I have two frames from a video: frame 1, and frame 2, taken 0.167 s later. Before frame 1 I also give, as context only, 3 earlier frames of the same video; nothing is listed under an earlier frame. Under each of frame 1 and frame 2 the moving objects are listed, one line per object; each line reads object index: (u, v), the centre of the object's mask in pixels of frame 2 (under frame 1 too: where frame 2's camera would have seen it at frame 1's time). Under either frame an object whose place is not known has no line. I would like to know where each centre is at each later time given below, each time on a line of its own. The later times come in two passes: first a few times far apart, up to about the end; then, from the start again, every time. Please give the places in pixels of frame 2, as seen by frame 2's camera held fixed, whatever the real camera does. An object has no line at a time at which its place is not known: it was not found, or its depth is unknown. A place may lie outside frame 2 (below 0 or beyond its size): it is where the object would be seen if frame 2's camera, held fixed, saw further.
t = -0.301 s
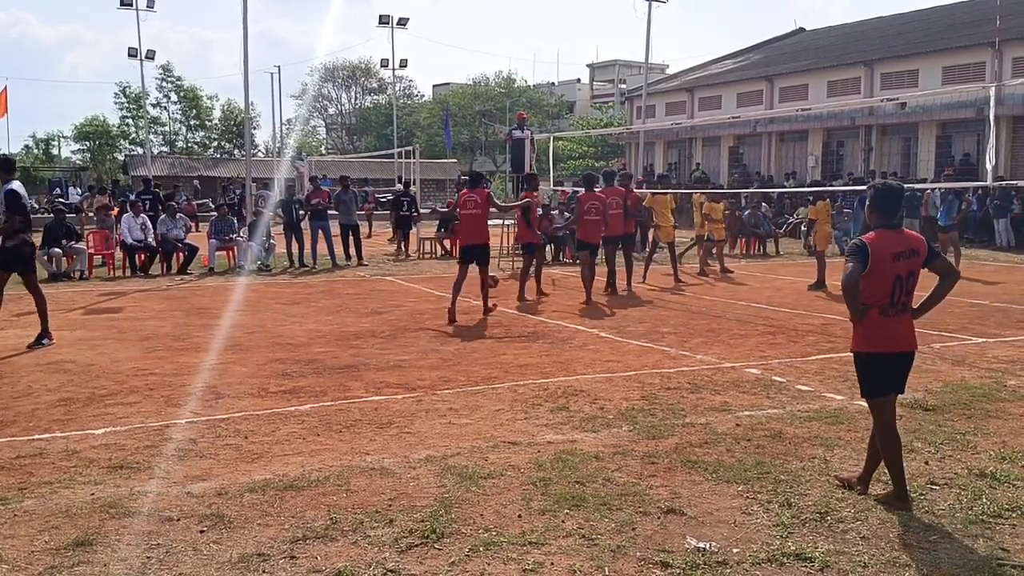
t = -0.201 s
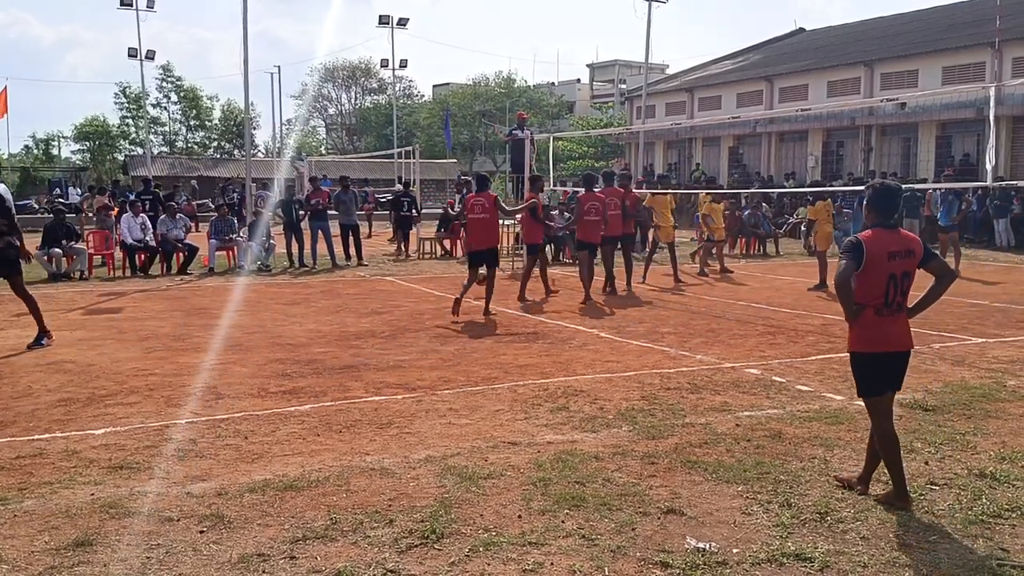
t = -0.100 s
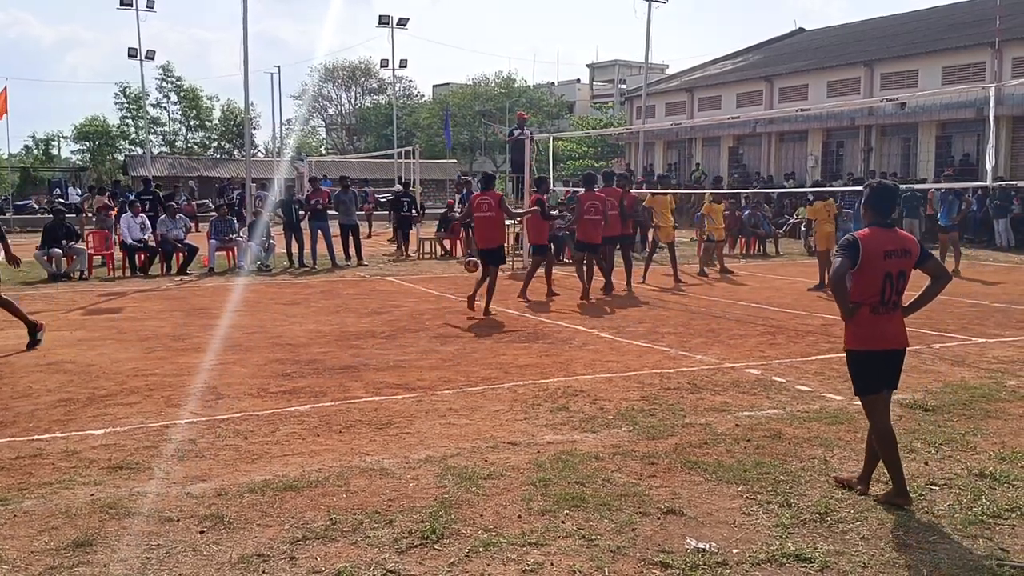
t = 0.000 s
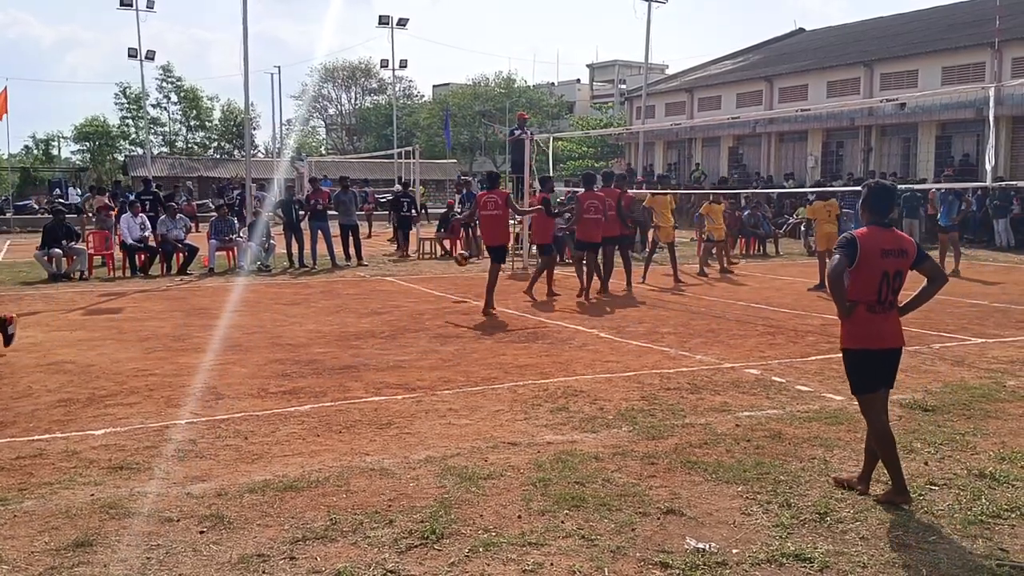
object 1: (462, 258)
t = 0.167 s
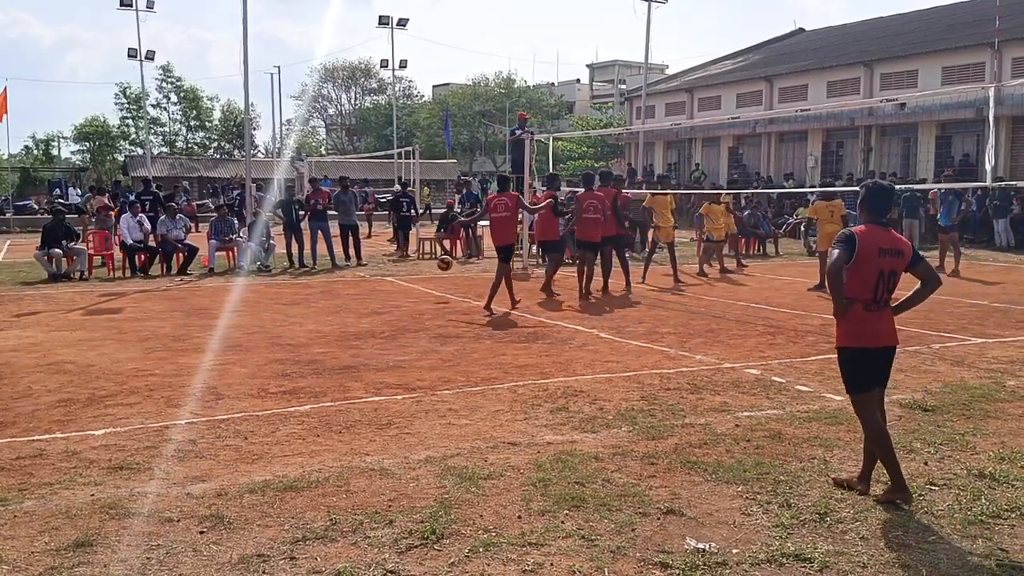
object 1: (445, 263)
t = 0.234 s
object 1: (438, 271)
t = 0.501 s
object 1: (412, 273)
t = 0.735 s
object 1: (390, 273)
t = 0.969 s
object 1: (368, 288)
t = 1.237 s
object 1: (338, 287)
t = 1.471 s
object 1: (311, 294)
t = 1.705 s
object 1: (283, 304)
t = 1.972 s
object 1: (251, 310)
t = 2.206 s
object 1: (225, 306)
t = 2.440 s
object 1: (199, 309)
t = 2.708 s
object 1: (169, 316)
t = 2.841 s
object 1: (153, 318)
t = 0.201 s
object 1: (441, 267)
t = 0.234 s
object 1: (438, 271)
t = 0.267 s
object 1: (434, 276)
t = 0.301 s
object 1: (431, 282)
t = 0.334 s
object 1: (428, 289)
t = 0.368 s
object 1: (425, 291)
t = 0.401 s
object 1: (422, 285)
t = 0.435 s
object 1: (419, 280)
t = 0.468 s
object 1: (416, 276)
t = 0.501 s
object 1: (412, 273)
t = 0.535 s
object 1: (409, 270)
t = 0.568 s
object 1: (406, 268)
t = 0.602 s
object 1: (402, 268)
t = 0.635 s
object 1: (399, 268)
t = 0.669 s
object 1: (396, 268)
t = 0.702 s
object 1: (393, 270)
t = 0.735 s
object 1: (390, 273)
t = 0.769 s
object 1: (387, 276)
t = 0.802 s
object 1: (384, 280)
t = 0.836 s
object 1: (381, 286)
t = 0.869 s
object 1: (378, 291)
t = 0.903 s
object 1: (375, 297)
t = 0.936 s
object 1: (372, 292)
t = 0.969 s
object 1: (368, 288)
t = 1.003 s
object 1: (364, 284)
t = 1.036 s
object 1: (360, 282)
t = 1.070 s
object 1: (357, 281)
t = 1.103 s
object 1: (353, 281)
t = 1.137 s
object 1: (349, 281)
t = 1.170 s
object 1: (346, 282)
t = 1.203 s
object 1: (342, 284)
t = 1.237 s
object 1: (338, 287)
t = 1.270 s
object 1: (335, 291)
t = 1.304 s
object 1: (331, 295)
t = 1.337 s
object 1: (328, 300)
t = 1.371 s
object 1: (324, 300)
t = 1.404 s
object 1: (320, 297)
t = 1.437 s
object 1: (316, 295)
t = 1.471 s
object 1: (311, 294)
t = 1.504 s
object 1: (307, 294)
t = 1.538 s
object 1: (303, 295)
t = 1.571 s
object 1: (299, 297)
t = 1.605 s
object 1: (295, 299)
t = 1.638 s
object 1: (291, 303)
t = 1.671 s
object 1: (287, 308)
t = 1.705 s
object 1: (283, 304)
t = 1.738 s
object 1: (279, 301)
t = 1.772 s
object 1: (275, 299)
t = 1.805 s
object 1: (272, 298)
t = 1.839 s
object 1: (267, 299)
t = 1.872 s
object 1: (263, 300)
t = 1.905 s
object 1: (259, 302)
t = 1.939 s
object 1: (255, 305)
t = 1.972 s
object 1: (251, 310)
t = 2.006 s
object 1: (247, 308)
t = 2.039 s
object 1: (244, 305)
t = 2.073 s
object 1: (240, 304)
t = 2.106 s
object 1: (237, 303)
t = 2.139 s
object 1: (233, 303)
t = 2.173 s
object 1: (229, 304)
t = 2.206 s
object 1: (225, 306)
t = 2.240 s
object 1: (221, 309)
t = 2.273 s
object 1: (218, 313)
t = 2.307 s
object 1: (214, 311)
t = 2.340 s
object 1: (210, 309)
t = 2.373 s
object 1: (206, 308)
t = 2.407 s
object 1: (203, 308)
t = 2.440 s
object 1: (199, 309)
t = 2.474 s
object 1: (196, 310)
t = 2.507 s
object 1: (192, 313)
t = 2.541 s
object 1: (188, 317)
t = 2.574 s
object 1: (184, 316)
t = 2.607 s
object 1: (181, 314)
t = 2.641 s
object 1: (177, 314)
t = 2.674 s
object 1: (173, 314)
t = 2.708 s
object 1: (169, 316)
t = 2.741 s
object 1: (164, 318)
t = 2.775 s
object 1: (160, 321)
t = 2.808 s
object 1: (157, 319)
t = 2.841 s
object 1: (153, 318)
